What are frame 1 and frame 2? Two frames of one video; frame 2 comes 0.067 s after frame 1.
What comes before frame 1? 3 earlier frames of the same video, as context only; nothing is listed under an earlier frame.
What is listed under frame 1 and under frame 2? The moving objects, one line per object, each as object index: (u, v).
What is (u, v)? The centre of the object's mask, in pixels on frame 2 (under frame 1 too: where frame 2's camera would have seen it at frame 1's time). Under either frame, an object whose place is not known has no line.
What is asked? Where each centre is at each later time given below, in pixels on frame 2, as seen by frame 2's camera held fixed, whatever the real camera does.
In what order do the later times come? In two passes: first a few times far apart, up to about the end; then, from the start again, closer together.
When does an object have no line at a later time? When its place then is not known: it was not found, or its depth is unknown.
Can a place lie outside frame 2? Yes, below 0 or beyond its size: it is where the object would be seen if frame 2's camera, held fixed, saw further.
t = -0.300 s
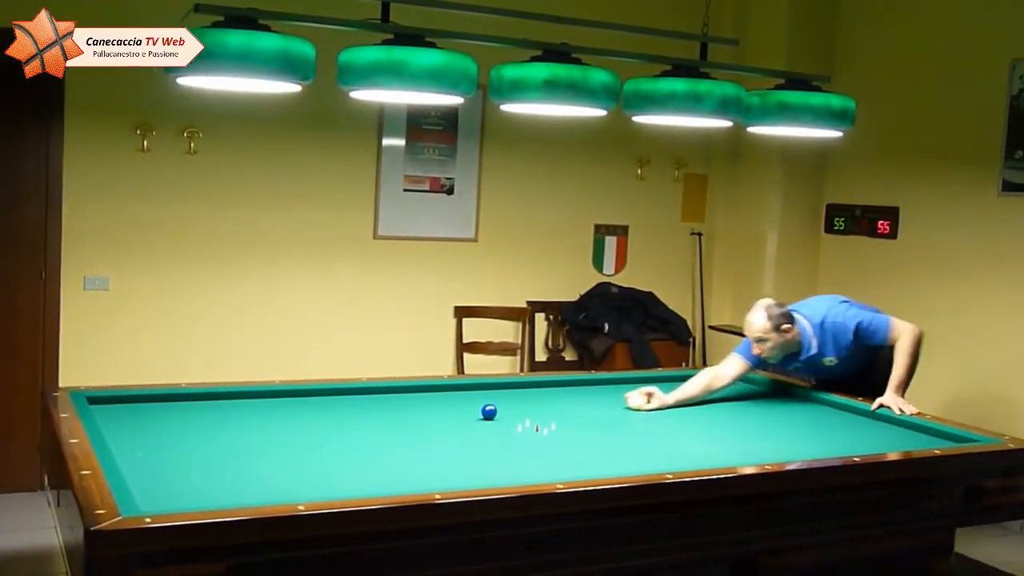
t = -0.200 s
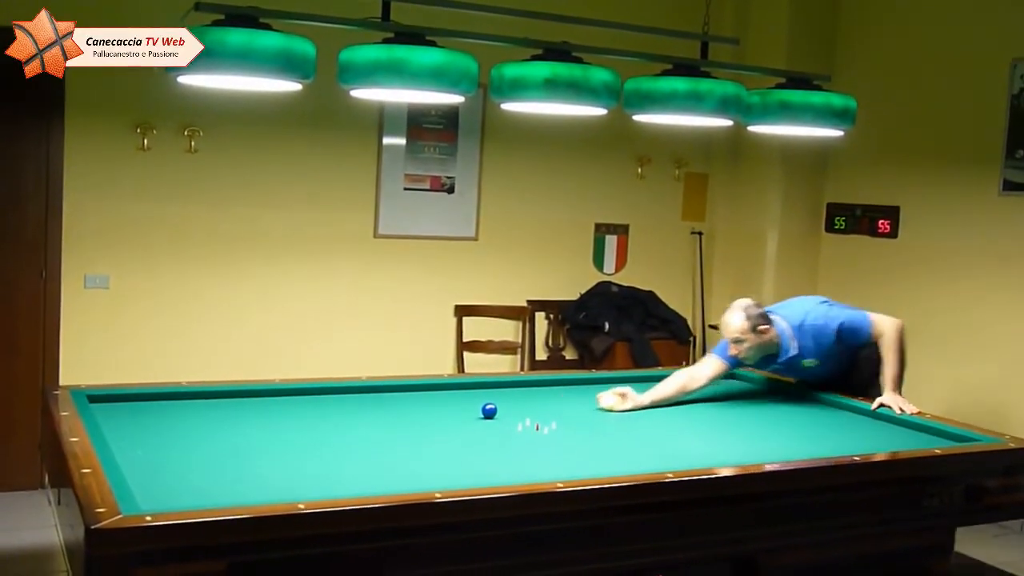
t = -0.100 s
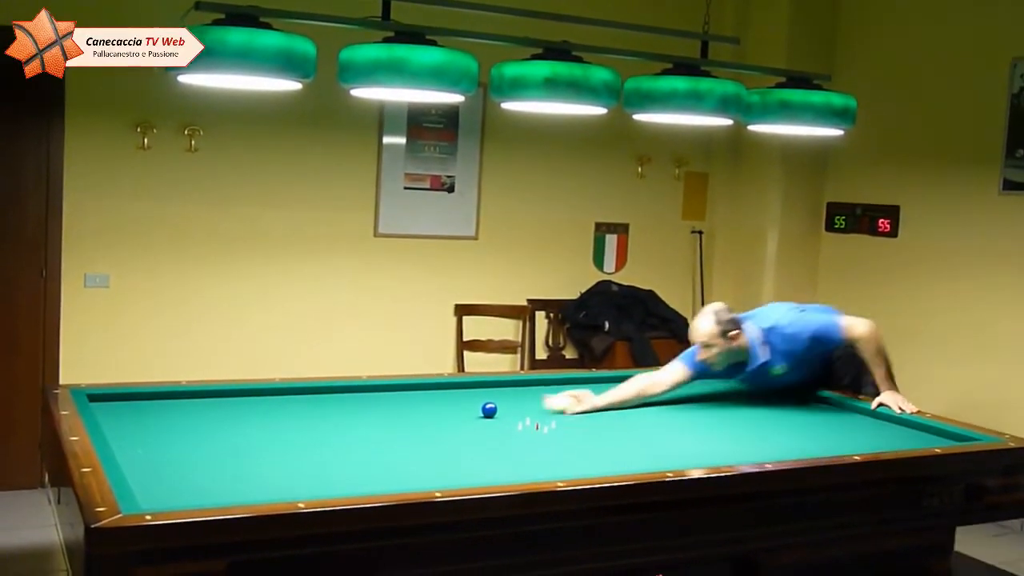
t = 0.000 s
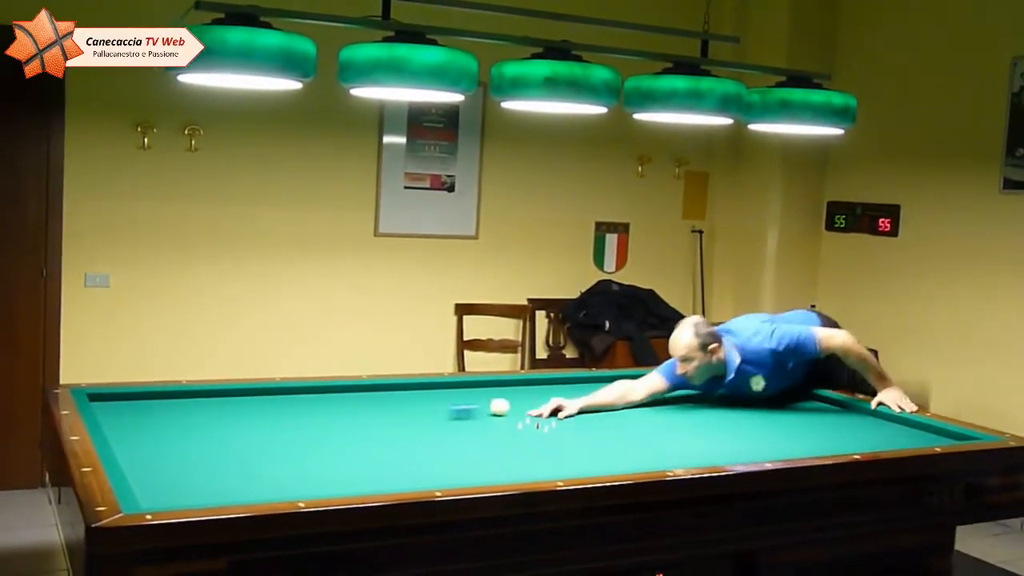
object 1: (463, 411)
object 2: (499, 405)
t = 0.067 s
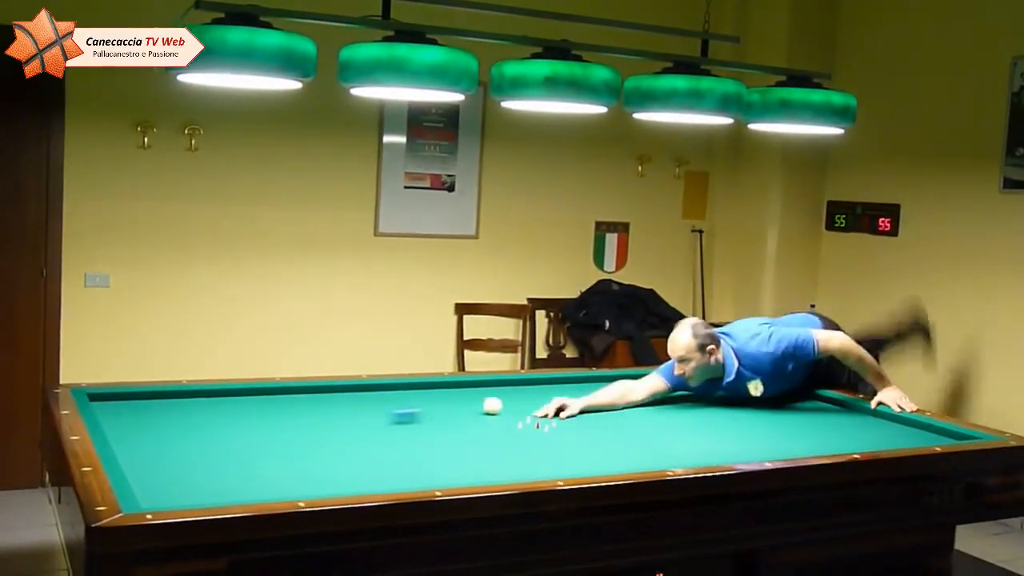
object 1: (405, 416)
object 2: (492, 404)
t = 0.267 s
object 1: (219, 430)
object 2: (473, 402)
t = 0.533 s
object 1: (240, 433)
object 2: (449, 399)
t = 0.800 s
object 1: (412, 426)
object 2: (427, 396)
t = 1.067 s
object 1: (540, 421)
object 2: (405, 393)
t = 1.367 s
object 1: (664, 416)
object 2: (383, 390)
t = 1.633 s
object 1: (762, 413)
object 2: (364, 388)
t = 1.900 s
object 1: (852, 409)
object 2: (347, 386)
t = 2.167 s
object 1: (804, 412)
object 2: (339, 388)
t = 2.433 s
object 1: (753, 417)
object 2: (332, 389)
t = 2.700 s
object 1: (707, 420)
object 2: (325, 391)
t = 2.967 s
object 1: (658, 423)
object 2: (318, 392)
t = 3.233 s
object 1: (609, 427)
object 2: (312, 393)
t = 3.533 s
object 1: (550, 431)
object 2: (305, 395)
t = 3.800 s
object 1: (495, 435)
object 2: (299, 396)
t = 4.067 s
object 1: (439, 439)
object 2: (294, 398)
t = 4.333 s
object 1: (381, 443)
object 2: (290, 399)
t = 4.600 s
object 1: (321, 446)
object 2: (285, 399)
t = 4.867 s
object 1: (259, 450)
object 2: (282, 401)
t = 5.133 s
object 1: (195, 455)
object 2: (278, 401)
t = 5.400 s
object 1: (129, 459)
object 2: (276, 402)
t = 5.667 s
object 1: (166, 457)
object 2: (274, 402)
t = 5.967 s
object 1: (205, 455)
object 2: (272, 402)
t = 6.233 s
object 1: (237, 453)
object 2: (271, 403)
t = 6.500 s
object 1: (269, 451)
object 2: (270, 403)
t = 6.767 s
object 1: (298, 450)
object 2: (270, 403)
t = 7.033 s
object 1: (325, 448)
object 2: (270, 403)
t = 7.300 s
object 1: (351, 447)
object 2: (270, 403)
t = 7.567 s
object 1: (376, 445)
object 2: (270, 403)
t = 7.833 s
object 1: (400, 445)
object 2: (269, 403)
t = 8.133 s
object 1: (425, 444)
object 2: (270, 403)
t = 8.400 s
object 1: (446, 443)
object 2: (269, 403)
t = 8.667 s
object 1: (466, 442)
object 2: (269, 403)
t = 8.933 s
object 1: (485, 441)
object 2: (269, 403)
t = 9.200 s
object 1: (503, 440)
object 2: (269, 404)
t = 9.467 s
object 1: (520, 439)
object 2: (269, 404)
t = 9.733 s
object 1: (536, 439)
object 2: (269, 404)
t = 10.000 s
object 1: (551, 438)
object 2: (269, 404)
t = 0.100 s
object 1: (375, 418)
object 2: (489, 403)
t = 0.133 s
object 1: (344, 420)
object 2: (485, 403)
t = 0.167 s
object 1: (315, 423)
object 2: (482, 403)
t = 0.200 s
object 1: (282, 425)
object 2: (479, 402)
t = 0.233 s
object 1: (251, 427)
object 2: (476, 402)
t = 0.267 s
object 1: (219, 430)
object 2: (473, 402)
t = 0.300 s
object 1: (185, 432)
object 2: (470, 400)
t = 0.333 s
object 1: (151, 435)
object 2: (467, 400)
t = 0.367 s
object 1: (122, 437)
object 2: (464, 400)
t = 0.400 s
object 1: (135, 437)
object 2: (461, 400)
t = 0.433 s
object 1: (162, 435)
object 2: (458, 400)
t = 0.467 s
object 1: (189, 434)
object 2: (455, 400)
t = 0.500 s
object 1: (215, 434)
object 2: (452, 399)
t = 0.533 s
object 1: (240, 433)
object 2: (449, 399)
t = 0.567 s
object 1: (265, 432)
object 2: (446, 399)
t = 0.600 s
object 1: (288, 431)
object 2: (443, 398)
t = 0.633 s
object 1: (309, 430)
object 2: (441, 398)
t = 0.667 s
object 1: (332, 430)
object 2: (438, 398)
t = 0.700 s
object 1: (352, 429)
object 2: (435, 397)
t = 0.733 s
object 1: (372, 428)
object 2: (432, 397)
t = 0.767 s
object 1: (393, 427)
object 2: (430, 396)
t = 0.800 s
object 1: (412, 426)
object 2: (427, 396)
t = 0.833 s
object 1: (429, 426)
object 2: (424, 395)
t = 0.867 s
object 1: (447, 425)
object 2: (421, 395)
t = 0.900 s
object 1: (465, 425)
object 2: (419, 395)
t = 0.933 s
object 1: (480, 424)
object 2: (416, 394)
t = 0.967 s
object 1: (496, 424)
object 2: (413, 394)
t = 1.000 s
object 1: (512, 423)
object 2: (411, 394)
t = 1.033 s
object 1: (528, 422)
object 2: (408, 393)
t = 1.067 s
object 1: (540, 421)
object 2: (405, 393)
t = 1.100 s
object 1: (559, 420)
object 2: (403, 393)
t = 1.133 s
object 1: (571, 420)
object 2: (400, 392)
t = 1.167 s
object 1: (584, 420)
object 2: (398, 392)
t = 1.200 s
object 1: (599, 418)
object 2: (395, 392)
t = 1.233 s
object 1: (612, 418)
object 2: (393, 391)
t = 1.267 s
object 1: (626, 417)
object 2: (391, 391)
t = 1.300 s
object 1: (639, 416)
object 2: (388, 391)
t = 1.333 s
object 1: (651, 415)
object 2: (385, 391)
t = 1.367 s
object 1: (664, 416)
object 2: (383, 390)
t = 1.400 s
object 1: (677, 416)
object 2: (381, 390)
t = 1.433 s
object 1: (689, 415)
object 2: (378, 390)
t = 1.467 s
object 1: (702, 415)
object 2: (375, 389)
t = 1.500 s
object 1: (714, 415)
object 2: (373, 389)
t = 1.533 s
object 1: (726, 414)
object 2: (371, 389)
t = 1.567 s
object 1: (739, 414)
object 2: (368, 388)
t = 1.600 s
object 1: (751, 414)
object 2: (366, 388)
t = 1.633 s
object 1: (762, 413)
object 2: (364, 388)
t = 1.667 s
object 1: (774, 413)
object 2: (361, 388)
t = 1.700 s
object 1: (786, 412)
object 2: (359, 387)
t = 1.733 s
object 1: (797, 411)
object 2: (357, 387)
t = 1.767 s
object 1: (808, 411)
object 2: (355, 387)
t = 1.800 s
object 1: (819, 410)
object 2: (352, 386)
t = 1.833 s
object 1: (830, 409)
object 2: (350, 386)
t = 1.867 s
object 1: (842, 409)
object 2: (348, 386)
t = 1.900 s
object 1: (852, 409)
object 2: (347, 386)
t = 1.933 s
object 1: (859, 409)
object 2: (346, 387)
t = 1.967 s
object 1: (852, 409)
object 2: (345, 387)
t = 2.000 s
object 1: (844, 410)
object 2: (344, 387)
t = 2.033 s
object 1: (836, 410)
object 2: (343, 387)
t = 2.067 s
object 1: (827, 411)
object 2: (342, 387)
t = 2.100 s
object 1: (819, 411)
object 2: (341, 387)
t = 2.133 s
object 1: (812, 412)
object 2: (340, 387)
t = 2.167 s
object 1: (804, 412)
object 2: (339, 388)
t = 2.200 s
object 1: (797, 413)
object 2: (338, 388)
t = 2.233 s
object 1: (790, 414)
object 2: (337, 388)
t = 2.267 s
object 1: (783, 415)
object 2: (336, 389)
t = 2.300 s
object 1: (777, 415)
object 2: (335, 389)
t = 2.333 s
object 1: (771, 416)
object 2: (335, 389)
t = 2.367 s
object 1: (765, 416)
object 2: (334, 389)
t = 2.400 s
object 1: (759, 416)
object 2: (332, 389)
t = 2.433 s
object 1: (753, 417)
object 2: (332, 389)
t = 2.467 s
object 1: (748, 417)
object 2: (331, 390)
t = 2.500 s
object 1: (742, 417)
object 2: (330, 390)
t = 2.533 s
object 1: (736, 418)
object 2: (329, 390)
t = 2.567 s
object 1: (730, 418)
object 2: (328, 390)
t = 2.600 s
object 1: (724, 419)
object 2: (327, 390)
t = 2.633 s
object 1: (719, 419)
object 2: (326, 391)
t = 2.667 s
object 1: (712, 419)
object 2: (326, 391)
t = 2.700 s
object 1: (707, 420)
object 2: (325, 391)
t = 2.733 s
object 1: (700, 420)
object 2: (324, 391)
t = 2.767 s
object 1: (695, 421)
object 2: (323, 391)
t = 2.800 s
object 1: (689, 421)
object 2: (322, 391)
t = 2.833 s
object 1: (683, 422)
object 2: (321, 392)
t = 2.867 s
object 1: (677, 422)
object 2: (320, 392)
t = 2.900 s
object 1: (671, 423)
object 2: (320, 392)
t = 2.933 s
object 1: (665, 423)
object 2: (319, 392)
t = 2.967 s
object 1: (658, 423)
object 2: (318, 392)
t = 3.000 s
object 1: (652, 424)
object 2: (317, 393)
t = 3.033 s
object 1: (646, 425)
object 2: (316, 393)
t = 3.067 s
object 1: (640, 425)
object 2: (316, 393)
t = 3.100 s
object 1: (634, 425)
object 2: (315, 393)
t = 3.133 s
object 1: (627, 426)
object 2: (314, 393)
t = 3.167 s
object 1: (621, 426)
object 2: (313, 393)
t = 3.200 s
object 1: (615, 427)
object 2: (312, 393)
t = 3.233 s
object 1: (609, 427)
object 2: (312, 393)
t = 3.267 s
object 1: (602, 427)
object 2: (311, 394)
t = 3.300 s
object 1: (596, 428)
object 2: (310, 394)
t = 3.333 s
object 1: (589, 428)
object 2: (309, 394)
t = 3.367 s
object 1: (582, 429)
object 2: (308, 394)
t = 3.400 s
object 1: (576, 429)
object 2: (308, 394)
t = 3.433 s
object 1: (569, 430)
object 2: (307, 394)
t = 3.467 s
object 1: (563, 431)
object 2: (306, 395)
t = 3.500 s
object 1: (556, 431)
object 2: (305, 395)
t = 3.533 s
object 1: (550, 431)
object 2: (305, 395)
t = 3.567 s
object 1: (543, 431)
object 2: (304, 395)
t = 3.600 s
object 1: (536, 432)
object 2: (303, 396)
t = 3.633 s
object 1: (530, 432)
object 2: (303, 396)
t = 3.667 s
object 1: (523, 433)
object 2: (302, 396)
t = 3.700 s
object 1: (516, 433)
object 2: (301, 396)
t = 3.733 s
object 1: (509, 434)
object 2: (300, 396)
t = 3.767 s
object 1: (502, 434)
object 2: (300, 396)
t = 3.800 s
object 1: (495, 435)
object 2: (299, 396)
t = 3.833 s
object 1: (488, 435)
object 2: (298, 397)
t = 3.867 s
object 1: (482, 436)
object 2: (298, 397)
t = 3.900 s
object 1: (474, 437)
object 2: (297, 397)
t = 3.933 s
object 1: (468, 437)
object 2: (296, 397)
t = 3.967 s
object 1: (460, 437)
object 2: (296, 397)
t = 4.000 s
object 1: (453, 438)
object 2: (295, 397)
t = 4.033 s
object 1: (446, 438)
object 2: (295, 397)
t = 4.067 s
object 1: (439, 439)
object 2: (294, 398)
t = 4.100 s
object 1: (432, 439)
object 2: (293, 398)
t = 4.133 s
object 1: (425, 440)
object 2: (293, 398)
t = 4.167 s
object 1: (417, 440)
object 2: (292, 398)
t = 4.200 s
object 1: (410, 440)
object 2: (292, 398)
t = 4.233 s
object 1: (403, 441)
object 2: (291, 398)
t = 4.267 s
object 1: (396, 442)
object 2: (291, 399)
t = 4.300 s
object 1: (389, 442)
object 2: (290, 399)
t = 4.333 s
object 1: (381, 443)
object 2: (290, 399)
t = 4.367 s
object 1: (373, 443)
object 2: (289, 399)
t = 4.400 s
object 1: (367, 443)
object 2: (288, 399)
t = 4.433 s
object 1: (358, 444)
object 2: (288, 399)
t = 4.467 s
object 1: (351, 444)
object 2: (287, 399)
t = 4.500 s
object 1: (344, 445)
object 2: (286, 399)
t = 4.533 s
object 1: (337, 445)
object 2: (286, 399)
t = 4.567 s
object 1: (329, 446)
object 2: (286, 399)
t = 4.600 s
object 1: (321, 446)
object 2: (285, 399)
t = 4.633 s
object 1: (313, 447)
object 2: (285, 400)
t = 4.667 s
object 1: (306, 447)
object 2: (284, 400)
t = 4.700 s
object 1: (298, 448)
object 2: (284, 400)
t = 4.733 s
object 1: (290, 448)
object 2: (283, 400)
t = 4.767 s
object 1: (283, 449)
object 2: (283, 400)
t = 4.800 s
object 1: (275, 449)
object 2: (282, 400)
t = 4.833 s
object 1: (267, 450)
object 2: (282, 400)
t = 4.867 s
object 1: (259, 450)
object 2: (282, 401)
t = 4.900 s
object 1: (252, 451)
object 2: (281, 401)
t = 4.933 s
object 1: (243, 452)
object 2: (281, 401)
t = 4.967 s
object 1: (236, 452)
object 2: (281, 401)
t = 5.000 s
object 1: (228, 453)
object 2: (280, 401)
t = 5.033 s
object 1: (219, 453)
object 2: (280, 401)
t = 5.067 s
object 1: (212, 454)
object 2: (279, 401)
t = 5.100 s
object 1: (203, 454)
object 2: (279, 401)
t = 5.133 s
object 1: (195, 455)
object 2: (278, 401)
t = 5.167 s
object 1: (187, 455)
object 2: (278, 401)
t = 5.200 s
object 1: (179, 456)
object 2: (278, 402)
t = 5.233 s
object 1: (171, 456)
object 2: (277, 402)
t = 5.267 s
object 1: (163, 457)
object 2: (277, 402)
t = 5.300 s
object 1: (154, 457)
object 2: (277, 402)
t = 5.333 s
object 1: (145, 458)
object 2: (277, 402)
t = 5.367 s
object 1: (138, 458)
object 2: (276, 402)
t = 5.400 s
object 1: (129, 459)
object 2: (276, 402)
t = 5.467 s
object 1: (135, 459)
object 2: (275, 402)
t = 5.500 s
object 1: (142, 458)
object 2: (275, 402)
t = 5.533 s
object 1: (147, 458)
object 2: (275, 402)
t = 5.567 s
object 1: (152, 458)
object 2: (274, 402)
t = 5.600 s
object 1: (157, 457)
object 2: (274, 402)
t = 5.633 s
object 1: (162, 457)
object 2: (274, 402)
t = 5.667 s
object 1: (166, 457)
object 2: (274, 402)
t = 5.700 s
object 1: (171, 457)
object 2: (274, 402)
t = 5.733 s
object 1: (175, 457)
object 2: (273, 402)
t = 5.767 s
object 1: (179, 456)
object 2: (273, 402)
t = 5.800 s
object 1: (184, 456)
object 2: (273, 402)
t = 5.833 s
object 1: (188, 456)
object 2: (273, 402)
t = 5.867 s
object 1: (192, 456)
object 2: (272, 402)
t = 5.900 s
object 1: (197, 456)
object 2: (273, 402)
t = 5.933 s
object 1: (201, 455)
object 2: (272, 402)
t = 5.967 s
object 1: (205, 455)
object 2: (272, 402)
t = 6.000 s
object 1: (209, 455)
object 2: (272, 402)
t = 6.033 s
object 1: (213, 455)
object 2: (272, 402)
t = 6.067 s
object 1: (217, 454)
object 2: (272, 402)
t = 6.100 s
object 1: (221, 454)
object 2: (271, 403)
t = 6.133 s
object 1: (226, 454)
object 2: (271, 402)
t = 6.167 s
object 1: (230, 453)
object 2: (271, 402)
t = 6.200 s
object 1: (234, 453)
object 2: (271, 402)
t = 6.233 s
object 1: (237, 453)
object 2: (271, 403)
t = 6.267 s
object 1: (242, 453)
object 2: (271, 403)
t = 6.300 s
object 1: (245, 453)
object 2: (271, 403)
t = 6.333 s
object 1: (249, 452)
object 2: (270, 403)
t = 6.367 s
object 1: (253, 452)
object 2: (271, 403)
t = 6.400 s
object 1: (258, 452)
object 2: (270, 403)
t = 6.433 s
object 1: (261, 452)
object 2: (270, 403)
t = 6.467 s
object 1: (265, 452)
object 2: (270, 403)
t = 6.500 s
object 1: (269, 451)
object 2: (270, 403)
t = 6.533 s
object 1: (273, 451)
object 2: (270, 403)
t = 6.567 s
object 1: (276, 451)
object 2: (270, 403)
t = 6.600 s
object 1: (280, 451)
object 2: (270, 403)
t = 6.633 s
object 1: (284, 451)
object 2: (270, 403)
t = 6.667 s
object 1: (287, 450)
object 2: (270, 403)
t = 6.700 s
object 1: (291, 450)
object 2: (270, 403)
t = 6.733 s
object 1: (294, 450)
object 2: (270, 403)
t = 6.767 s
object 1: (298, 450)
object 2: (270, 403)
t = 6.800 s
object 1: (302, 450)
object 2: (270, 403)
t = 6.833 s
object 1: (305, 450)
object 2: (270, 403)
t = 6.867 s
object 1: (308, 449)
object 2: (270, 403)
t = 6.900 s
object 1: (312, 449)
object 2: (270, 403)
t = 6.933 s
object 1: (315, 449)
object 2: (270, 403)
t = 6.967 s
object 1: (318, 449)
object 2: (270, 403)
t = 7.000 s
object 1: (322, 449)
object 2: (270, 403)
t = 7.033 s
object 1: (325, 448)
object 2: (270, 403)
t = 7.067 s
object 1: (329, 448)
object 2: (270, 403)
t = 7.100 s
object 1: (332, 448)
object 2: (269, 403)
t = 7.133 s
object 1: (335, 448)
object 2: (270, 403)
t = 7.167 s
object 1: (338, 448)
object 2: (270, 404)
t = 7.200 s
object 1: (342, 448)
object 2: (270, 403)
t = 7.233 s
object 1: (345, 447)
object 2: (270, 403)
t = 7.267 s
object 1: (348, 447)
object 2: (270, 403)
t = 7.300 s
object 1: (351, 447)
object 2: (270, 403)
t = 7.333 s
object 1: (355, 447)
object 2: (270, 403)
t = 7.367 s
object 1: (358, 447)
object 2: (270, 403)
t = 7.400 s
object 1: (361, 446)
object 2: (270, 403)
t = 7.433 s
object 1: (364, 446)
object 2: (270, 403)
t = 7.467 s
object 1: (368, 446)
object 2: (270, 403)
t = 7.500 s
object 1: (370, 446)
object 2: (270, 403)
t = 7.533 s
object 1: (373, 446)
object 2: (269, 403)
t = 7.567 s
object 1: (376, 445)
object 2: (270, 403)
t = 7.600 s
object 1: (380, 445)
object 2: (270, 403)
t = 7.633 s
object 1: (383, 445)
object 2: (269, 403)
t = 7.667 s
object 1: (386, 445)
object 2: (270, 403)
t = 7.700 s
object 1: (389, 445)
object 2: (270, 403)
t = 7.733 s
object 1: (391, 445)
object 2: (269, 403)
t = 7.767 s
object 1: (394, 445)
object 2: (269, 403)
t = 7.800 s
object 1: (398, 445)
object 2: (270, 403)
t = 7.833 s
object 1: (400, 445)
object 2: (269, 403)
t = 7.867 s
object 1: (403, 444)
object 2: (270, 403)
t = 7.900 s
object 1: (406, 444)
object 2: (269, 403)
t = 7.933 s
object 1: (409, 444)
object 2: (269, 403)
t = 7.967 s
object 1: (411, 444)
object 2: (270, 403)
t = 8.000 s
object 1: (414, 444)
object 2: (270, 403)
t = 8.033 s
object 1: (417, 444)
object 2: (269, 403)
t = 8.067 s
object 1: (420, 444)
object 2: (270, 403)
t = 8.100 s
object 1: (422, 444)
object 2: (270, 403)
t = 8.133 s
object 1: (425, 444)
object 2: (270, 403)
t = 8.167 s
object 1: (428, 444)
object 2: (270, 403)
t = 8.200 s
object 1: (431, 443)
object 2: (269, 404)
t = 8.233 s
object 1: (433, 443)
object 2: (270, 403)
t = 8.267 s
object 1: (436, 443)
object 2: (269, 403)
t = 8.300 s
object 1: (438, 443)
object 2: (270, 403)
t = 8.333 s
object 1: (441, 443)
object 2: (269, 403)
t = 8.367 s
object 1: (444, 443)
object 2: (269, 403)
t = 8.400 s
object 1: (446, 443)
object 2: (269, 403)
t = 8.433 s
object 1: (449, 443)
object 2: (269, 403)
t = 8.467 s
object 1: (451, 443)
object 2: (269, 403)
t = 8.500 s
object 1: (454, 442)
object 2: (269, 403)
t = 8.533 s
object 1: (457, 442)
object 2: (269, 403)
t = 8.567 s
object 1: (459, 442)
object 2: (269, 403)
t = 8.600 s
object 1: (461, 442)
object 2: (269, 403)
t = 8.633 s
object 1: (464, 442)
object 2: (269, 403)
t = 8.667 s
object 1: (466, 442)
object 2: (269, 403)
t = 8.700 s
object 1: (468, 442)
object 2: (269, 403)
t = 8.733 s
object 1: (471, 442)
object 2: (269, 403)
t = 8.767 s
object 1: (474, 441)
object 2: (269, 403)
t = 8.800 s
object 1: (476, 441)
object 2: (269, 403)
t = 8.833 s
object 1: (478, 441)
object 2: (269, 403)
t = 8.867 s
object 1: (480, 441)
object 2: (269, 403)
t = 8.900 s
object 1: (482, 441)
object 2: (269, 403)
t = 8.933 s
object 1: (485, 441)
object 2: (269, 403)
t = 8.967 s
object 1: (487, 441)
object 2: (269, 403)
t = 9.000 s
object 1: (489, 441)
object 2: (269, 403)
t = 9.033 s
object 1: (492, 441)
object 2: (269, 403)
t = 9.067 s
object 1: (494, 441)
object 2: (269, 404)
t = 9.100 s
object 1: (496, 441)
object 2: (269, 404)
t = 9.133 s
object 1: (499, 440)
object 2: (269, 404)
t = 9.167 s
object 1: (501, 440)
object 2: (269, 404)
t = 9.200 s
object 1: (503, 440)
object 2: (269, 404)
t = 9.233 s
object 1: (505, 440)
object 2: (269, 404)
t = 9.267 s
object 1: (507, 440)
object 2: (269, 404)
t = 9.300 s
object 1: (509, 440)
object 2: (269, 404)
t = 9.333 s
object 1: (511, 440)
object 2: (269, 404)
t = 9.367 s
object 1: (514, 440)
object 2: (269, 404)
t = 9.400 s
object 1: (516, 440)
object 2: (269, 404)
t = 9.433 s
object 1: (518, 440)
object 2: (269, 404)
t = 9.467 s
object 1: (520, 439)
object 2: (269, 404)
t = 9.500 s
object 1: (522, 439)
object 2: (269, 404)
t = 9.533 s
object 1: (524, 439)
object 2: (269, 404)
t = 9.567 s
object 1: (526, 439)
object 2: (269, 404)
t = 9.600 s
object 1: (528, 439)
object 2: (269, 404)
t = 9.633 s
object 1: (530, 439)
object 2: (269, 404)
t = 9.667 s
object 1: (532, 439)
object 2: (269, 404)
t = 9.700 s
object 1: (534, 439)
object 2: (269, 404)
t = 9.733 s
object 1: (536, 439)
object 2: (269, 404)
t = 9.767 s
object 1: (538, 439)
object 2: (269, 404)
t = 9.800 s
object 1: (540, 439)
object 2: (269, 404)
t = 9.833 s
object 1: (542, 439)
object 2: (270, 404)
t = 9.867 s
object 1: (544, 439)
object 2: (270, 404)
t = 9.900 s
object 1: (546, 438)
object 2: (269, 404)
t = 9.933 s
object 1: (548, 438)
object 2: (269, 404)
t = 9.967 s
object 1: (549, 438)
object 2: (269, 404)
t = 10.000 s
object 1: (551, 438)
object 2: (269, 404)
